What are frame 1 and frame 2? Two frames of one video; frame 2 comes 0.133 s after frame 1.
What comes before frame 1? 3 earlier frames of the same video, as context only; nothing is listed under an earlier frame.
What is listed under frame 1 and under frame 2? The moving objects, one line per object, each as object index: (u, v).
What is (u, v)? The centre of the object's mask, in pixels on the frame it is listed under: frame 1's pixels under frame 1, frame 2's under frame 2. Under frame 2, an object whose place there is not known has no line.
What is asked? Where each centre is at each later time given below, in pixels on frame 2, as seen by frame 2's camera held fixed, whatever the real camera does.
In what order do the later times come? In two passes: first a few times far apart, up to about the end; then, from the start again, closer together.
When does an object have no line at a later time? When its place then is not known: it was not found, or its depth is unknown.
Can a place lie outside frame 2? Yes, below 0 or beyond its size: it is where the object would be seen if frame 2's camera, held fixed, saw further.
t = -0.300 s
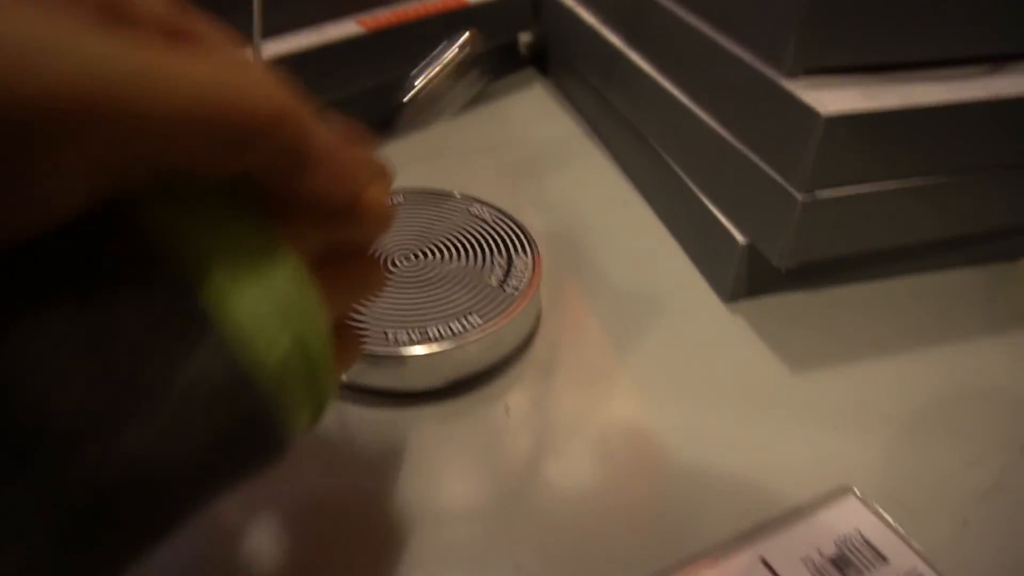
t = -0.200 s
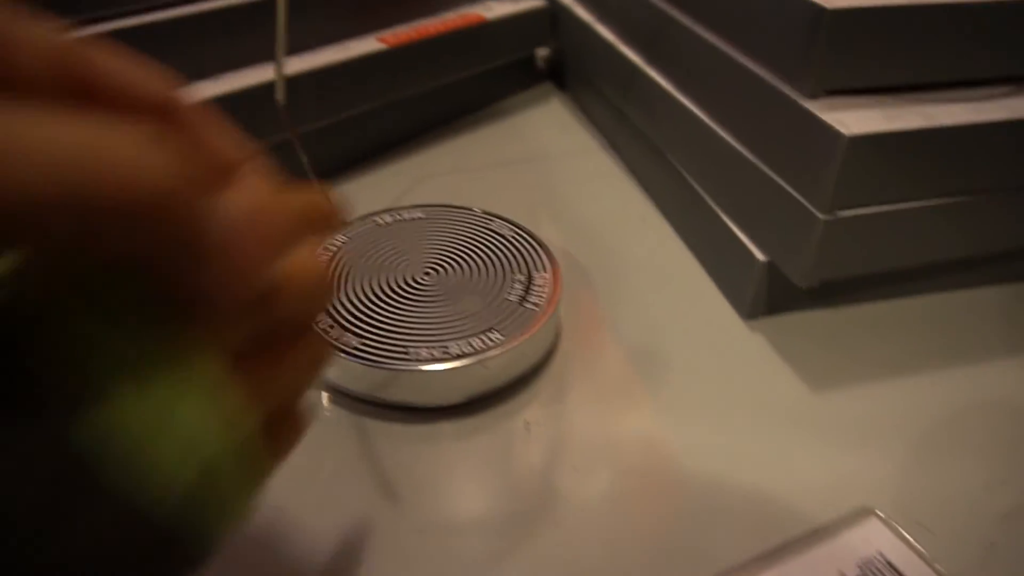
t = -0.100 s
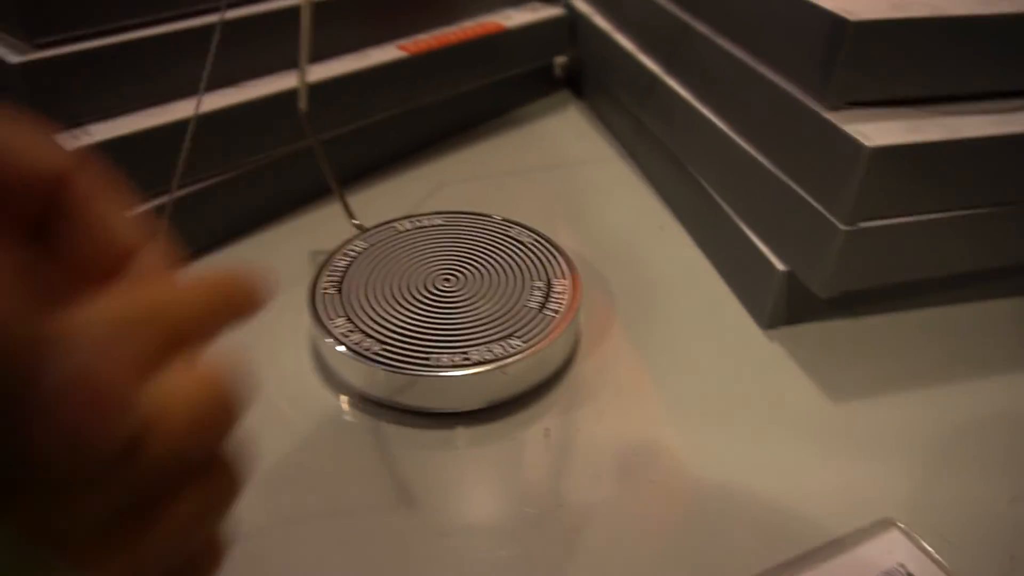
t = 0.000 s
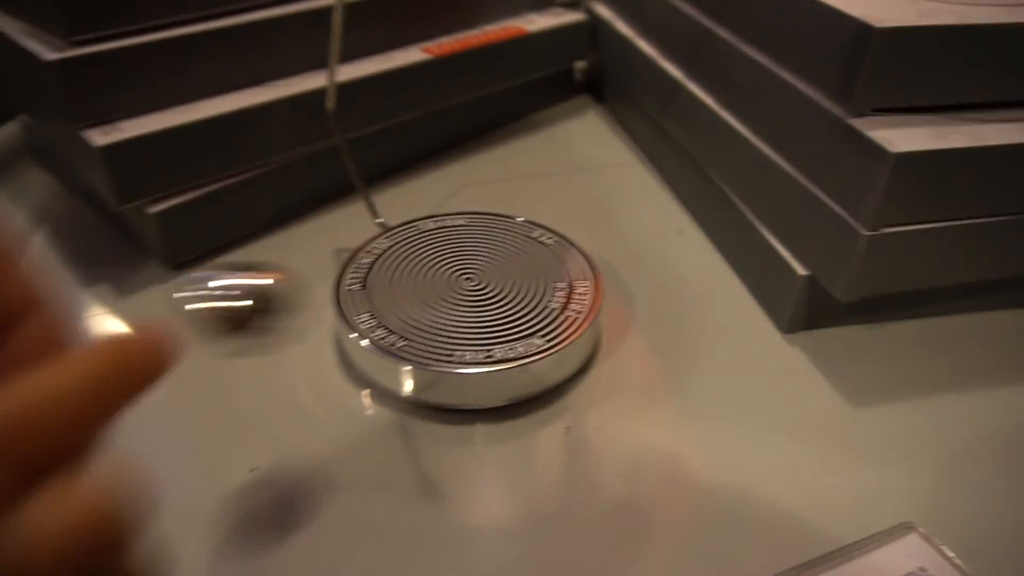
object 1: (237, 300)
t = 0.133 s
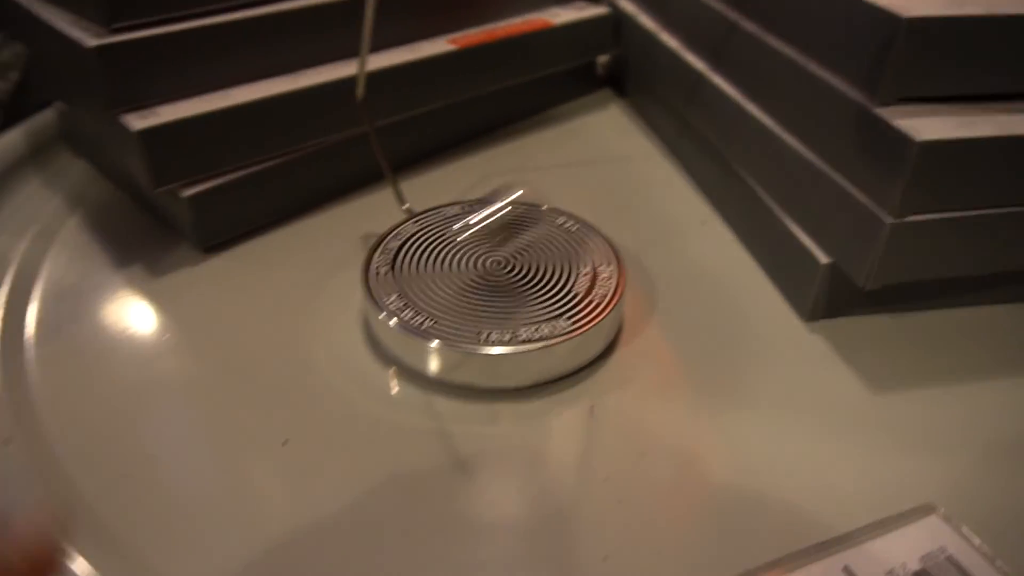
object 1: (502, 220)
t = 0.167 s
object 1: (540, 187)
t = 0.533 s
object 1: (541, 186)
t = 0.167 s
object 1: (540, 187)
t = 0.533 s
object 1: (541, 186)
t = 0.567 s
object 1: (489, 216)
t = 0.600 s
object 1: (431, 246)
